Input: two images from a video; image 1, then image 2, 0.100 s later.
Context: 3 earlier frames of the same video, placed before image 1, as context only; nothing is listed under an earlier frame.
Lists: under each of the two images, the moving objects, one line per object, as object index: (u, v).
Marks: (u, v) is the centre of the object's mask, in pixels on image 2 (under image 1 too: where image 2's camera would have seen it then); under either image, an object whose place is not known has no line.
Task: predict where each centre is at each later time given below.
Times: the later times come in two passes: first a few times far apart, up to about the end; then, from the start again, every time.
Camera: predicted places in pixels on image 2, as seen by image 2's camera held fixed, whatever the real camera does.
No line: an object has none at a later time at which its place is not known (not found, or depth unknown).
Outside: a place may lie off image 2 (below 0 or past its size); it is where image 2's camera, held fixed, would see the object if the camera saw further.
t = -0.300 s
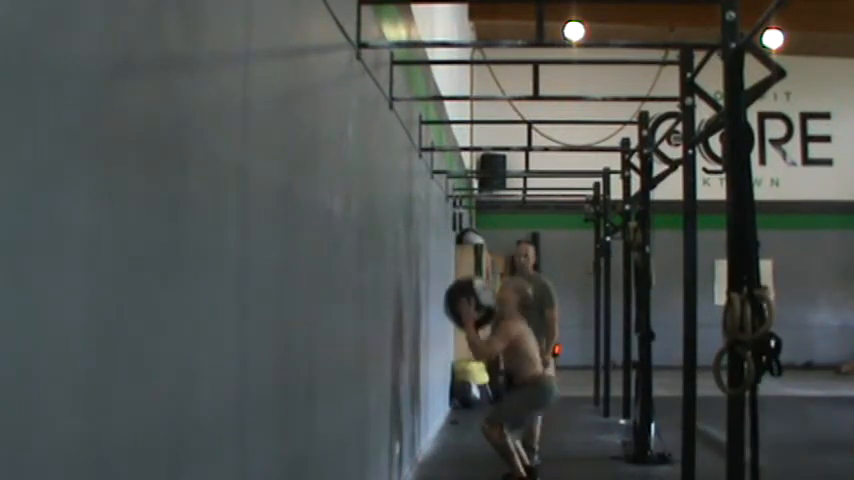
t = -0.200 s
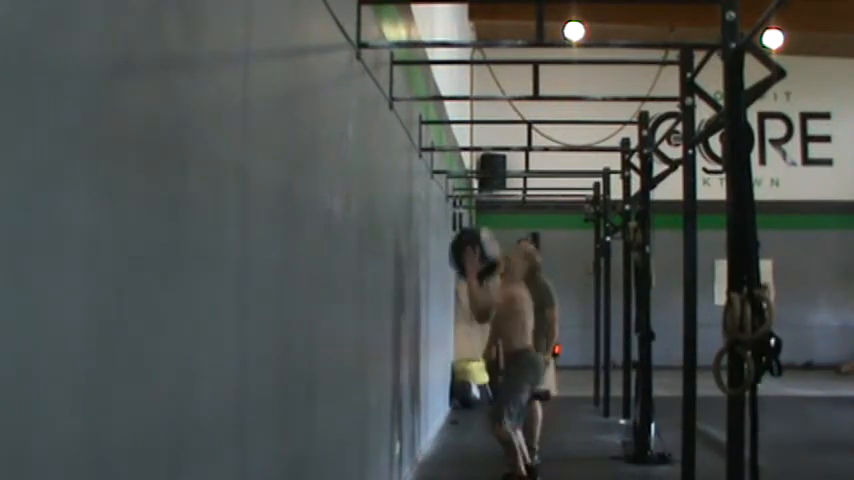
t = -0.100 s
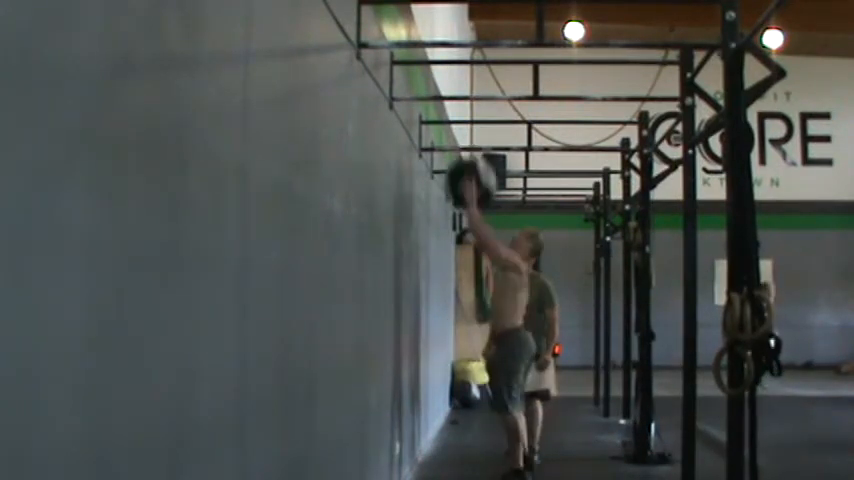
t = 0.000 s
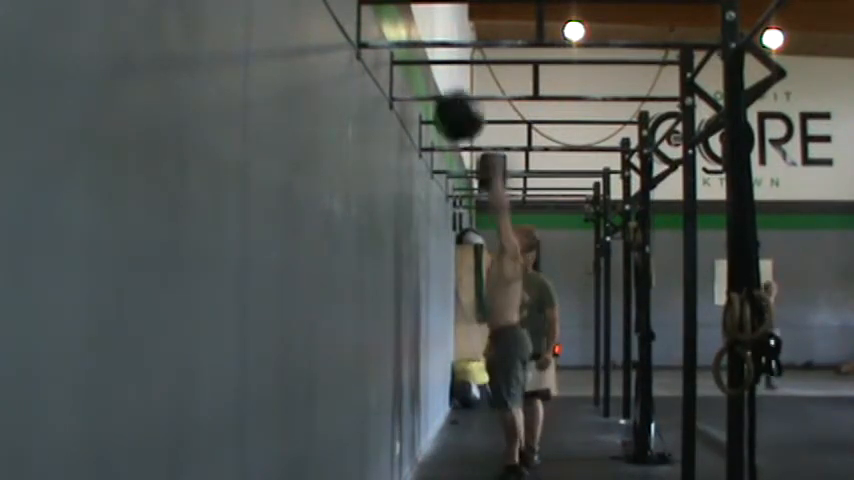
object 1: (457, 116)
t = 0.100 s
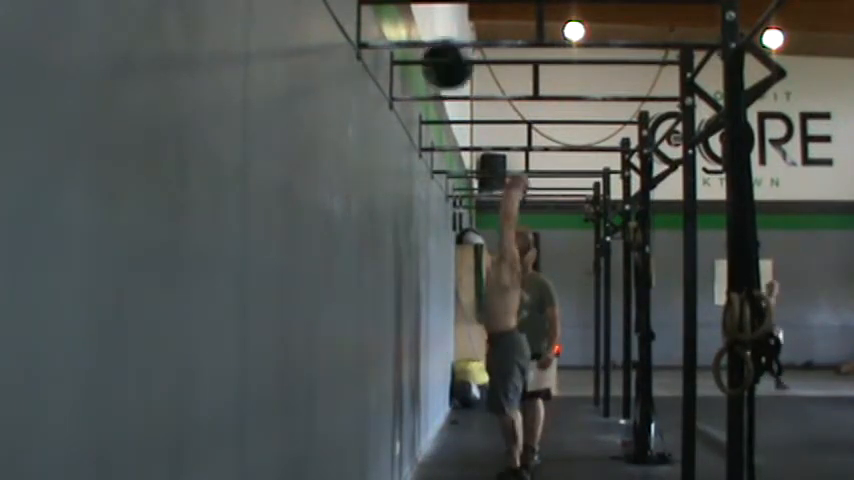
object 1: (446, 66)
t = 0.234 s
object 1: (432, 20)
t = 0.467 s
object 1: (440, 14)
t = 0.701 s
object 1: (457, 72)
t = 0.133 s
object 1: (443, 50)
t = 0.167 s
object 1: (439, 37)
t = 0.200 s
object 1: (435, 27)
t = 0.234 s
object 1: (432, 20)
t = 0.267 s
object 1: (427, 16)
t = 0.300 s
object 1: (427, 14)
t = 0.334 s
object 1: (429, 12)
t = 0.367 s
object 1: (433, 12)
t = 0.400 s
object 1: (435, 12)
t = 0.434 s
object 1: (438, 13)
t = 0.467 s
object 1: (440, 14)
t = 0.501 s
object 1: (443, 16)
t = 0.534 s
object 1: (445, 19)
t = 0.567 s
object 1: (447, 24)
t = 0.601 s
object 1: (450, 34)
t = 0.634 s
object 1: (452, 44)
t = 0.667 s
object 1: (455, 57)
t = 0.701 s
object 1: (457, 72)
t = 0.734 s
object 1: (459, 88)
